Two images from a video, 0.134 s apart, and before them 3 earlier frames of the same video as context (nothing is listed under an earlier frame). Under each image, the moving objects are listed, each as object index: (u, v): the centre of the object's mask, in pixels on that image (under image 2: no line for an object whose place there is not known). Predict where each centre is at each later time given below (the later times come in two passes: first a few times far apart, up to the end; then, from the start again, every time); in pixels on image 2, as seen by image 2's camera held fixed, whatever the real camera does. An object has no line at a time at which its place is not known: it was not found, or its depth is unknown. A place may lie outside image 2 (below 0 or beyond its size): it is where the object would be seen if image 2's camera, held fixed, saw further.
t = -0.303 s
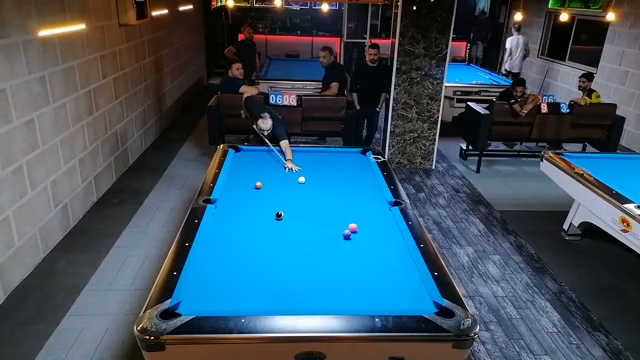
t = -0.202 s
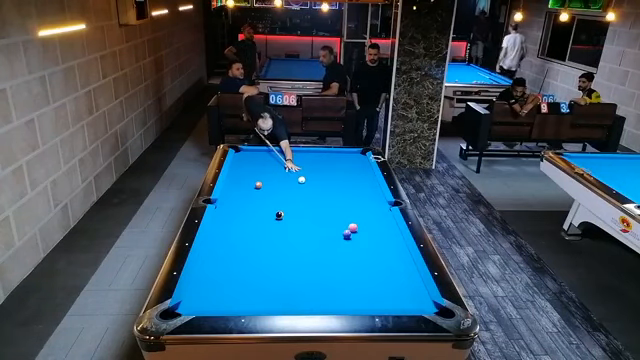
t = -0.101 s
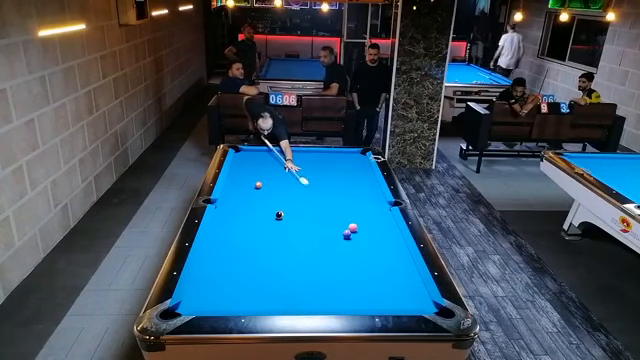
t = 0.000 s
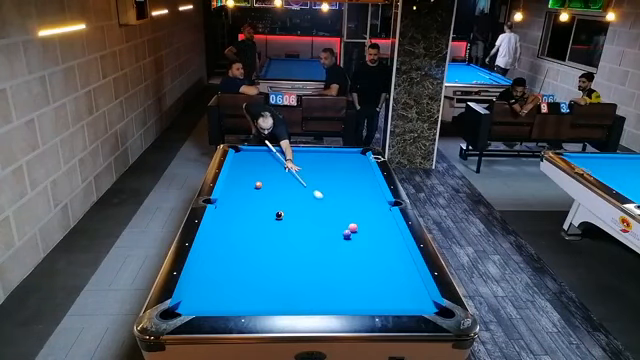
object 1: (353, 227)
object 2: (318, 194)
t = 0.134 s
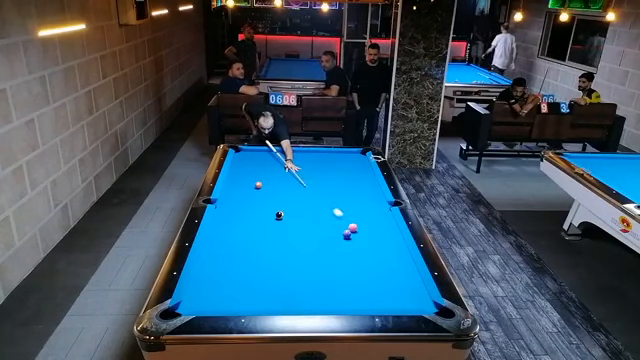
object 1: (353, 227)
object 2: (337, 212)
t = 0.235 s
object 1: (357, 231)
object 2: (349, 224)
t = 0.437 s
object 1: (386, 259)
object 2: (350, 224)
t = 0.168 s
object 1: (353, 227)
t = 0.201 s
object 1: (353, 227)
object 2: (347, 221)
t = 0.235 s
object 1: (357, 231)
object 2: (349, 224)
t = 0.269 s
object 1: (362, 235)
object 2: (349, 224)
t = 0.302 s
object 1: (367, 241)
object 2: (350, 224)
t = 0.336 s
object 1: (372, 245)
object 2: (350, 224)
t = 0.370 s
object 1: (377, 249)
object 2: (350, 224)
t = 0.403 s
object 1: (382, 254)
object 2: (350, 224)
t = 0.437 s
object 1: (386, 259)
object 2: (350, 224)
